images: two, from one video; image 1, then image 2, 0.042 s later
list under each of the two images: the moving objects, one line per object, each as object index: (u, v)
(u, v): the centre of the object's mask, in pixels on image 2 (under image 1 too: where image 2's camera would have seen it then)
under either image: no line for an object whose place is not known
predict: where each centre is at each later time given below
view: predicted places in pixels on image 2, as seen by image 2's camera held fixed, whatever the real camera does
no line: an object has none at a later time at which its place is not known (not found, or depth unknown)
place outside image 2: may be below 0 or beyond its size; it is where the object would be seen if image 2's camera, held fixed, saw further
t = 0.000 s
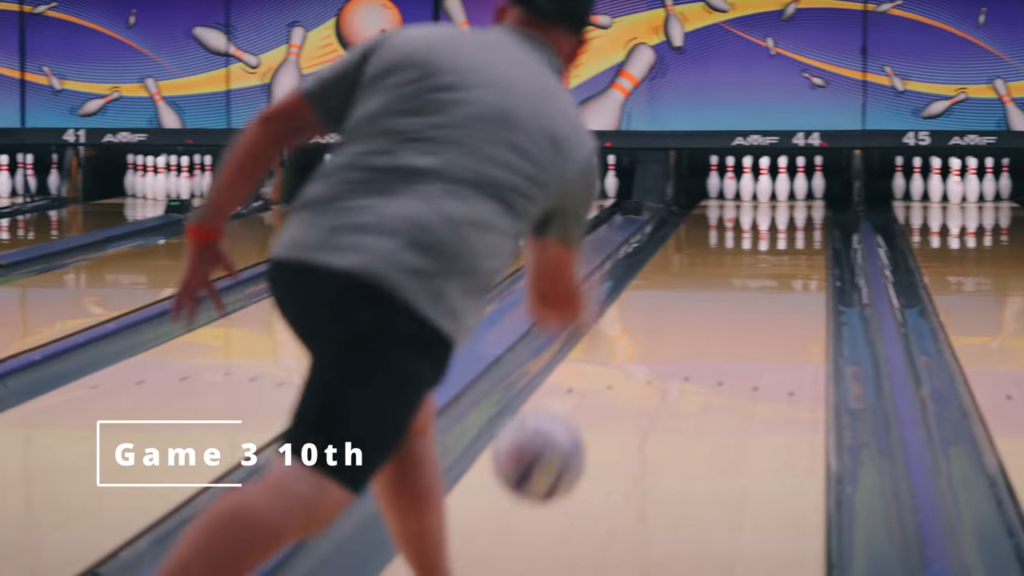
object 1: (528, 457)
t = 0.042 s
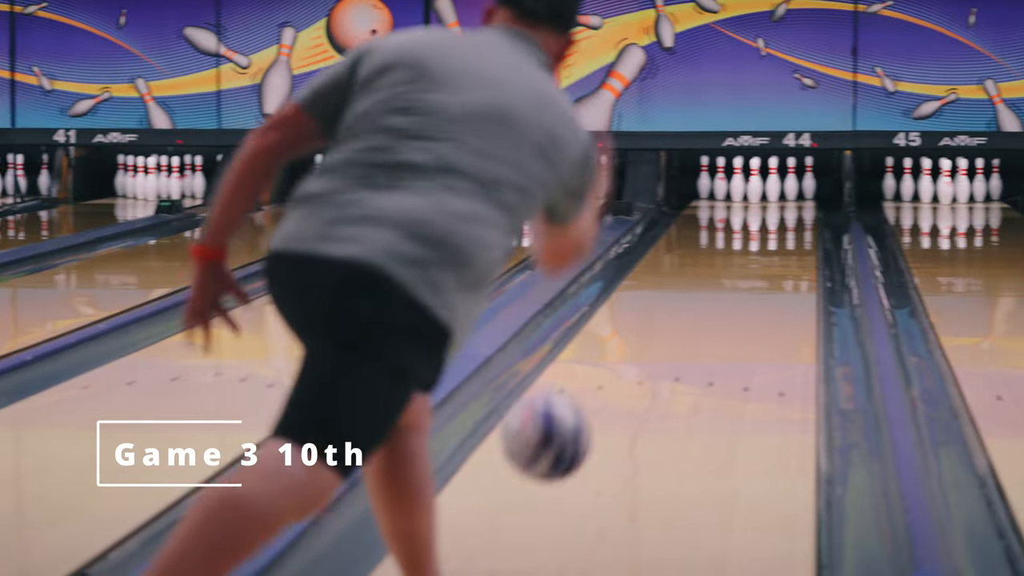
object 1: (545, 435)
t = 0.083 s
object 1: (563, 423)
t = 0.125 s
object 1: (578, 418)
